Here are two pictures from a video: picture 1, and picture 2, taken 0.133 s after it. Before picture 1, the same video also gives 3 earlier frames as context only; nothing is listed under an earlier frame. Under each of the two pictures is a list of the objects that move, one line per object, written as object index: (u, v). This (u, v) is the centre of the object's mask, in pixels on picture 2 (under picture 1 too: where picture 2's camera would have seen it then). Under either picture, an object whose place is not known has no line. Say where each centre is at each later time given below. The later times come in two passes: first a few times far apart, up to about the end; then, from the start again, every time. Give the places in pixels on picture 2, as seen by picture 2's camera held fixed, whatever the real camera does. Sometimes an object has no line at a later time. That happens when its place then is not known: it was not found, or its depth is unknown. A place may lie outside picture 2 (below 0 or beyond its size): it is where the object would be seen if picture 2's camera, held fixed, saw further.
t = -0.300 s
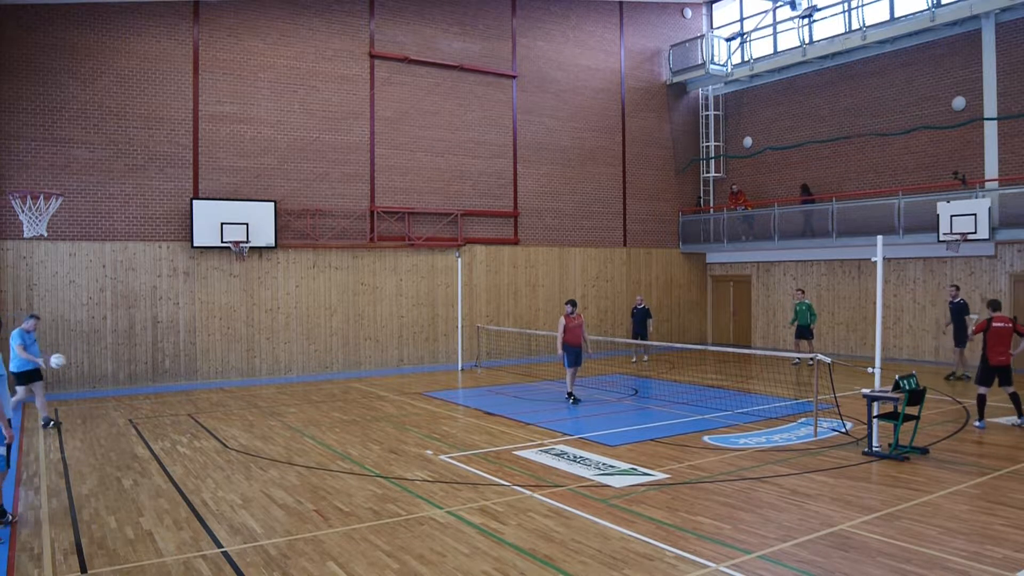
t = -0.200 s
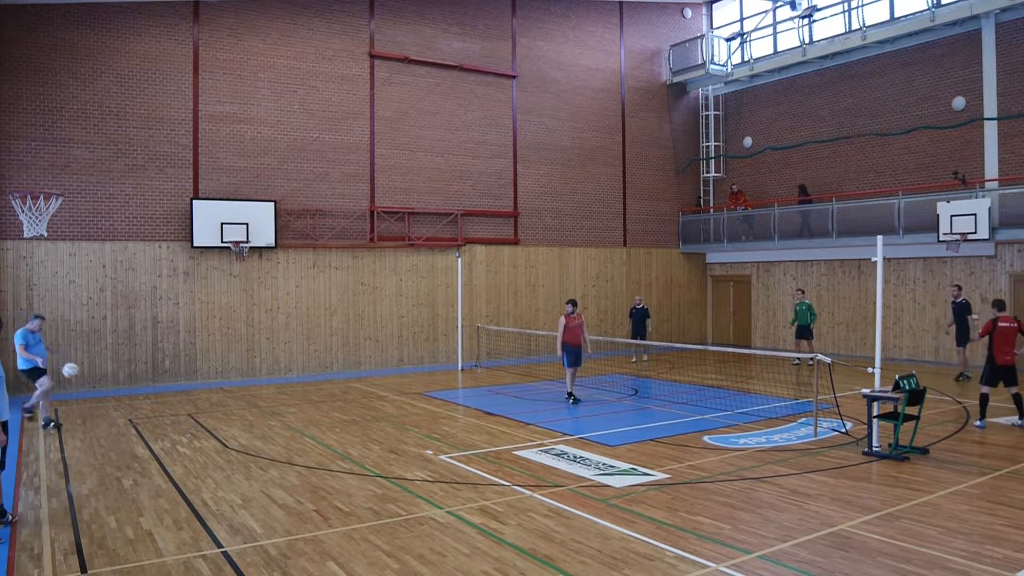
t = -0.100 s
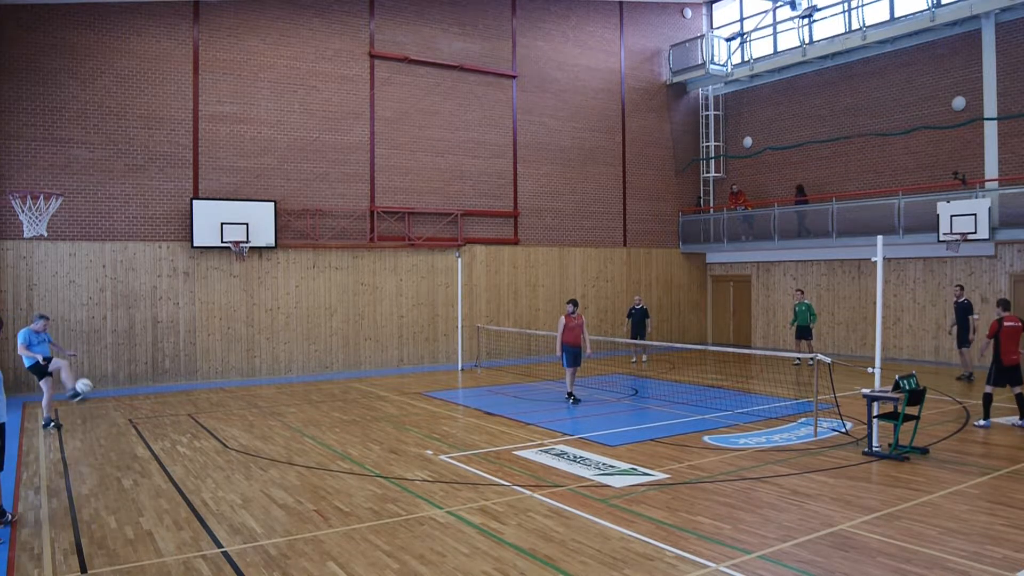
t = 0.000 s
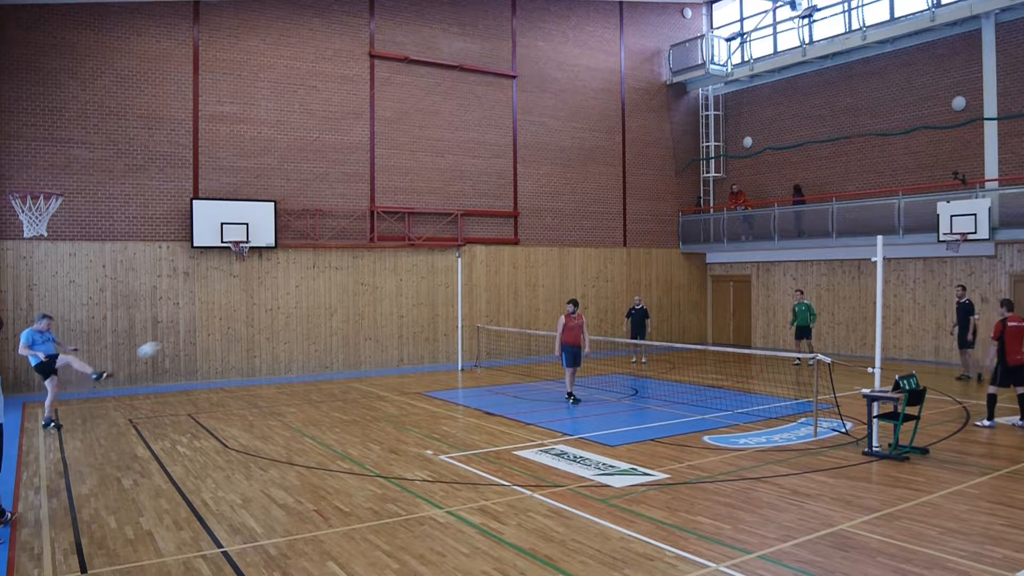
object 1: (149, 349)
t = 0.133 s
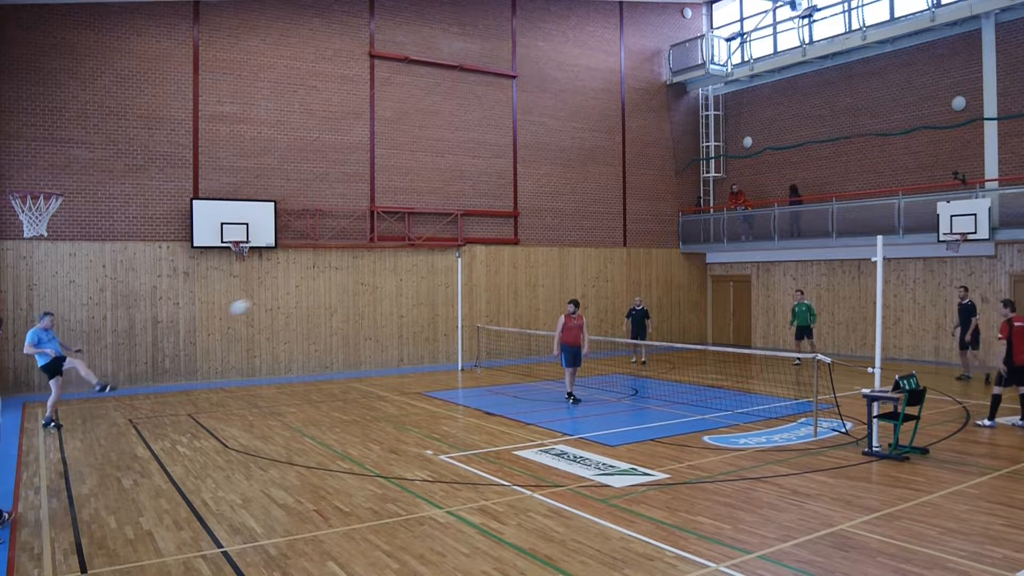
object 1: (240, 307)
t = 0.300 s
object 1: (351, 271)
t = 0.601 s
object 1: (539, 264)
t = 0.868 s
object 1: (689, 305)
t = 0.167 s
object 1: (262, 298)
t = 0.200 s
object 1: (284, 290)
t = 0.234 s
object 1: (307, 283)
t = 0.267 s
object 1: (330, 277)
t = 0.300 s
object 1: (351, 271)
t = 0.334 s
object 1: (373, 268)
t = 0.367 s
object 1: (394, 265)
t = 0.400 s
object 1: (417, 263)
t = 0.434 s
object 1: (437, 261)
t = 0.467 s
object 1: (458, 260)
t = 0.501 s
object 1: (479, 260)
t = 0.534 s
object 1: (500, 260)
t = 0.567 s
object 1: (520, 262)
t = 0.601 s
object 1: (539, 264)
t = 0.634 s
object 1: (559, 266)
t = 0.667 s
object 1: (579, 270)
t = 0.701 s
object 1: (598, 274)
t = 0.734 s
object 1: (617, 279)
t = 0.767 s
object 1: (635, 284)
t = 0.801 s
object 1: (653, 291)
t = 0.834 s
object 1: (671, 297)
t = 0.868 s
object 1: (689, 305)
